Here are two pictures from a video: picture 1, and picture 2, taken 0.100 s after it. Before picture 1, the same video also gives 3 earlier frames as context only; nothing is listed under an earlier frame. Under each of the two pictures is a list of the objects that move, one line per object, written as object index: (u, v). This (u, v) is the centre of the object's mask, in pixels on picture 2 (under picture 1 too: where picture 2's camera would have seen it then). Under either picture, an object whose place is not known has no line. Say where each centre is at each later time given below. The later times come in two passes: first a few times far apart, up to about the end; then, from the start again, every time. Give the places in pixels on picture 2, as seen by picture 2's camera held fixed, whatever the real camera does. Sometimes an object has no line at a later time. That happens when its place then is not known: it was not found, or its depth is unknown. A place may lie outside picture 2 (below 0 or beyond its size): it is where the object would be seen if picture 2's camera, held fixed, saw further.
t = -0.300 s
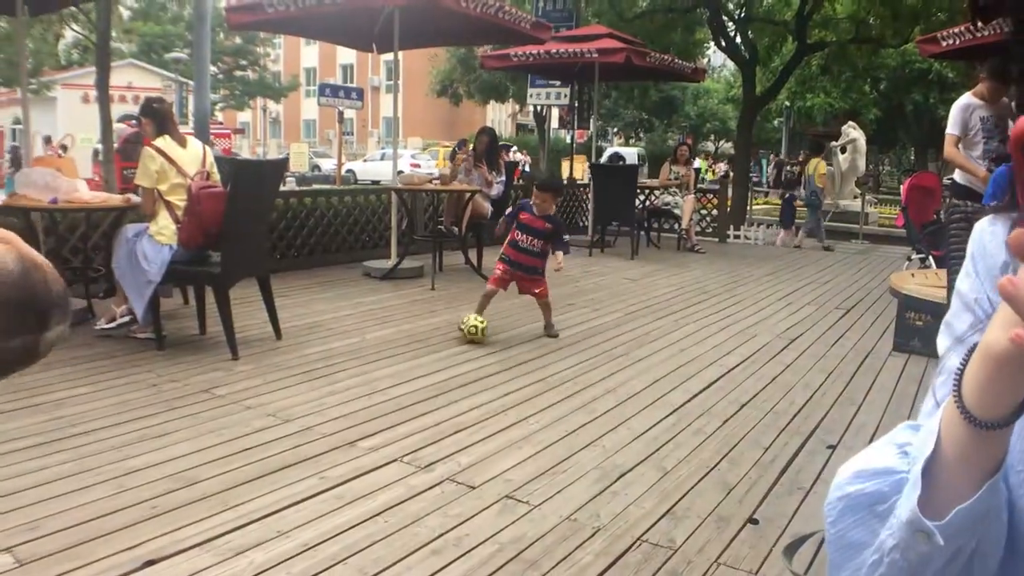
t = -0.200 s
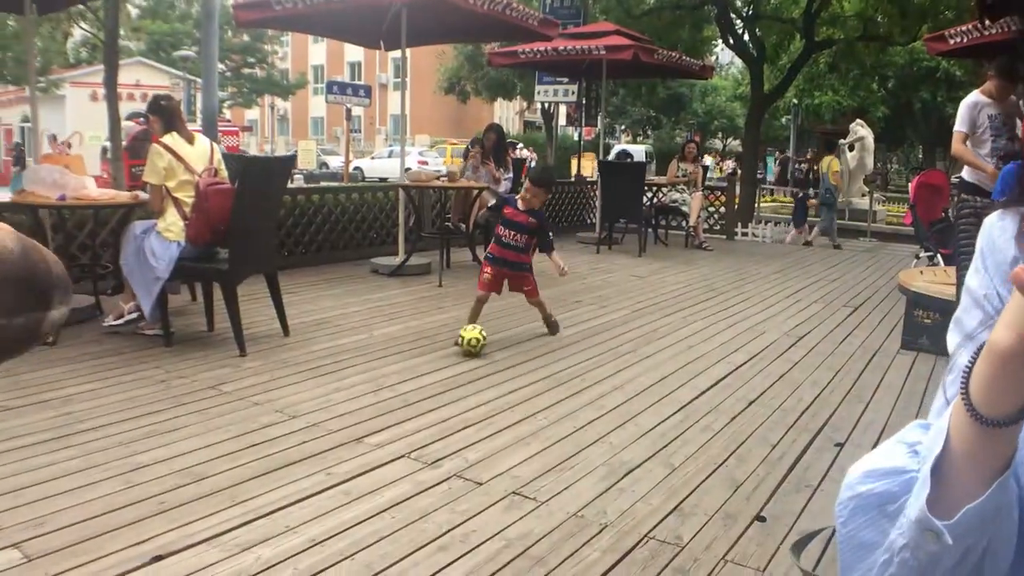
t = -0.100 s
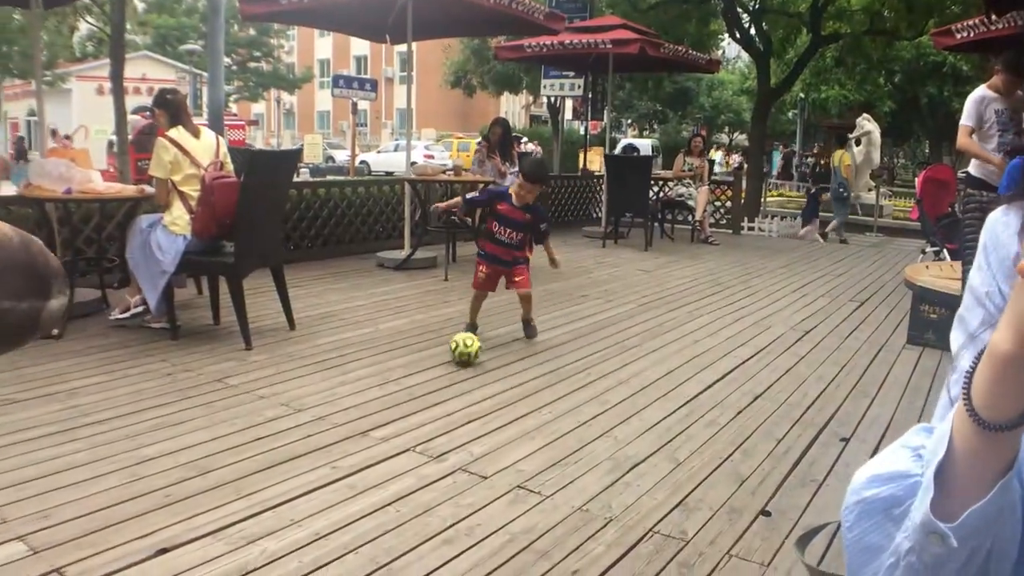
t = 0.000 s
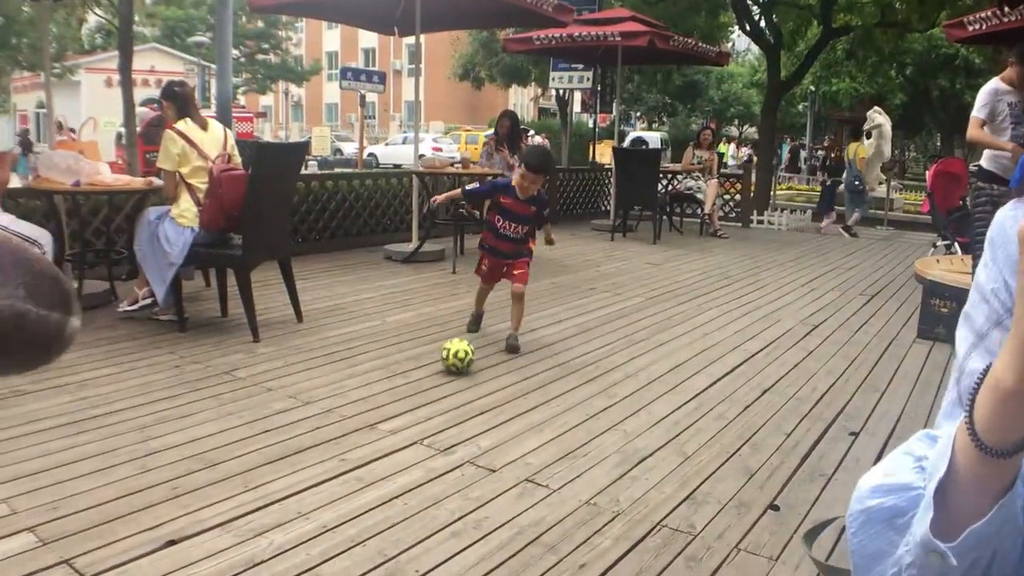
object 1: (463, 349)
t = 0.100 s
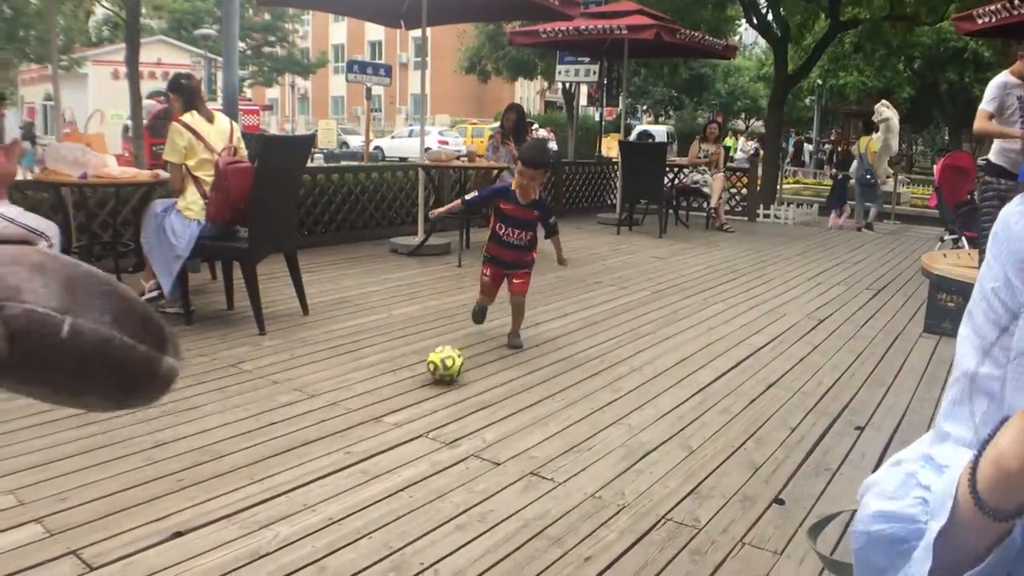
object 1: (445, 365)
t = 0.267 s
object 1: (410, 395)
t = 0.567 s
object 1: (319, 471)
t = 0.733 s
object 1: (246, 534)
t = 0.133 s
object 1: (438, 370)
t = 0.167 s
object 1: (432, 377)
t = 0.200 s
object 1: (425, 382)
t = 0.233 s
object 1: (417, 389)
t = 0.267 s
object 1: (410, 395)
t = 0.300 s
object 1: (401, 404)
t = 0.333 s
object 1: (393, 409)
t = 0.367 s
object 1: (384, 417)
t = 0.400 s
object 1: (374, 426)
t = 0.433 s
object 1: (365, 433)
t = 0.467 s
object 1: (355, 442)
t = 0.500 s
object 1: (343, 451)
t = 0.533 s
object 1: (331, 461)
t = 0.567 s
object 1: (319, 471)
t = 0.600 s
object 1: (306, 483)
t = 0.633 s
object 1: (292, 494)
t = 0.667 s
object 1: (278, 506)
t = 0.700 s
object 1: (262, 519)
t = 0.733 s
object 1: (246, 534)
